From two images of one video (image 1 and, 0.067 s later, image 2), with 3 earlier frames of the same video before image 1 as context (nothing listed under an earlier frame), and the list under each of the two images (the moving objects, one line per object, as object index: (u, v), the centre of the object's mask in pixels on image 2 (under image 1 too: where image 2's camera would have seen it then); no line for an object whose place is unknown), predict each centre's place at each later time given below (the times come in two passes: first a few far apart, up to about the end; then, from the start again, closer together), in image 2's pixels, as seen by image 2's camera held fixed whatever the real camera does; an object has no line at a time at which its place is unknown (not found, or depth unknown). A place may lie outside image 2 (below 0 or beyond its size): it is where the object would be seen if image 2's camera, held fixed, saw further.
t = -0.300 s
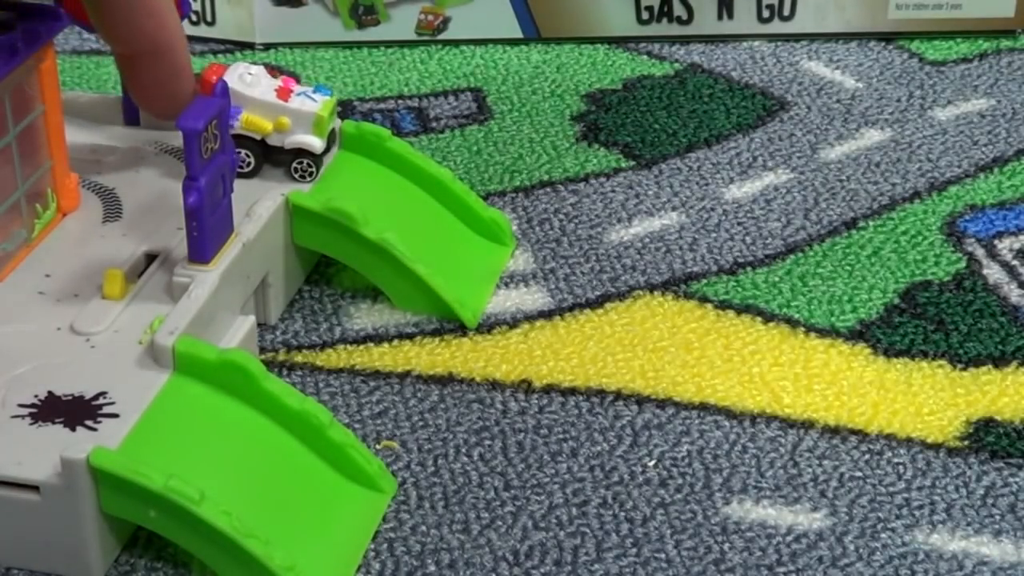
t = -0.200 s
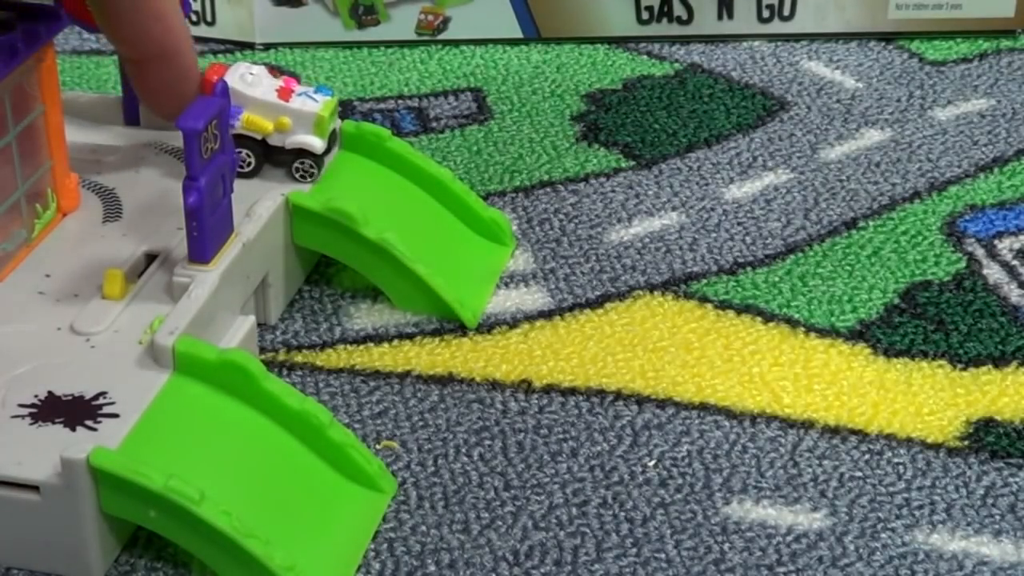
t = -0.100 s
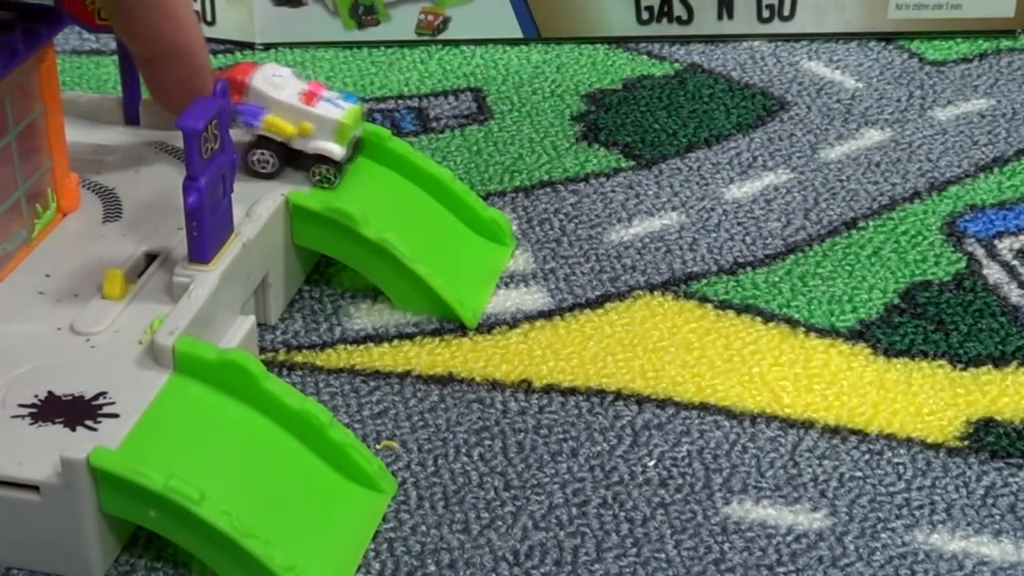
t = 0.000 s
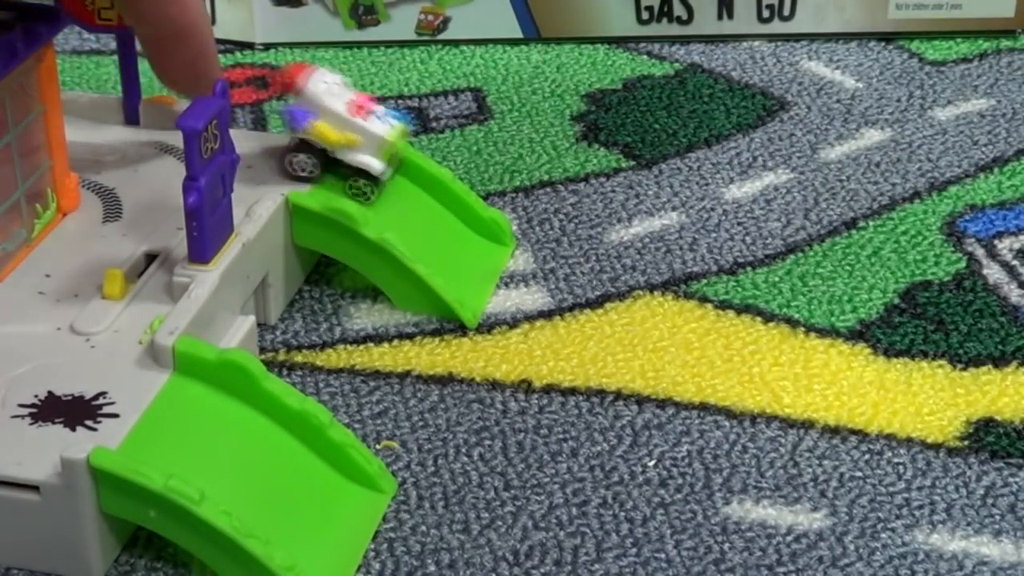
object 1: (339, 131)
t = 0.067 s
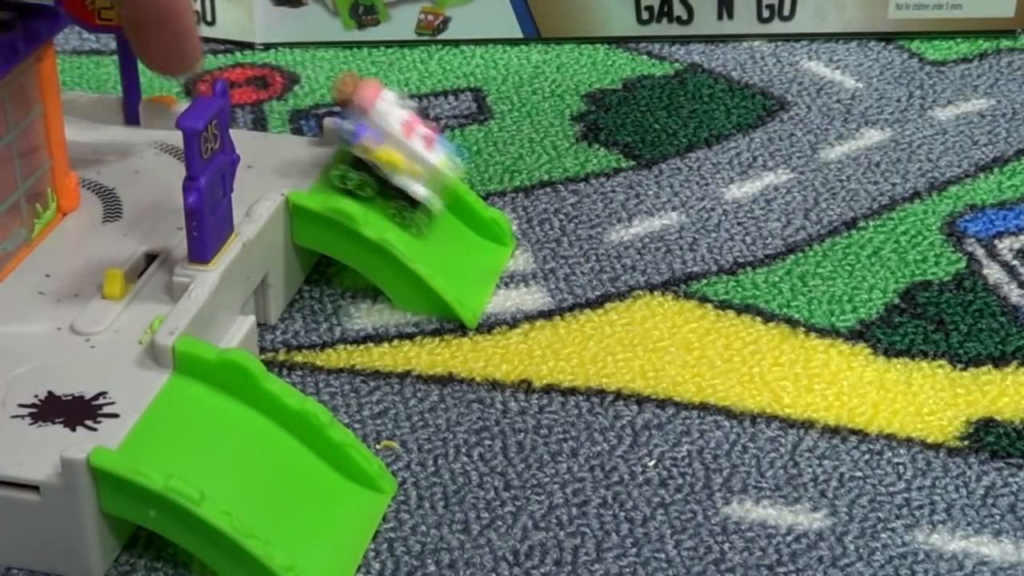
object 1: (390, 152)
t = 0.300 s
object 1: (735, 258)
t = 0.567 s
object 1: (815, 268)
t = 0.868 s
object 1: (815, 268)
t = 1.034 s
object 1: (815, 268)
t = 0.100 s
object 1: (438, 180)
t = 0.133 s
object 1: (499, 212)
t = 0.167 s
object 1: (564, 229)
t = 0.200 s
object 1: (611, 239)
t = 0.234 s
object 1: (661, 247)
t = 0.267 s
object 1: (700, 253)
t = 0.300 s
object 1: (735, 258)
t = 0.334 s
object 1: (764, 262)
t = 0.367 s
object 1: (786, 264)
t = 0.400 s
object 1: (803, 265)
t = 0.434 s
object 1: (816, 268)
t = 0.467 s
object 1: (818, 268)
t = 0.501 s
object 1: (816, 268)
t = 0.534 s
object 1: (815, 268)
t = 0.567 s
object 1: (815, 268)
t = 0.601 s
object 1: (816, 268)
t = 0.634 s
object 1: (816, 268)
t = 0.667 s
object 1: (816, 268)
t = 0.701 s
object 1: (816, 268)
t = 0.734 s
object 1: (815, 268)
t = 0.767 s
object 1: (815, 268)
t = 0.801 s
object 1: (815, 268)
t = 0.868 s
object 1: (815, 268)
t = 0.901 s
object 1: (815, 268)
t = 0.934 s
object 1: (815, 268)
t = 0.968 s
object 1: (815, 268)
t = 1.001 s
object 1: (815, 268)
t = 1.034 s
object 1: (815, 268)
